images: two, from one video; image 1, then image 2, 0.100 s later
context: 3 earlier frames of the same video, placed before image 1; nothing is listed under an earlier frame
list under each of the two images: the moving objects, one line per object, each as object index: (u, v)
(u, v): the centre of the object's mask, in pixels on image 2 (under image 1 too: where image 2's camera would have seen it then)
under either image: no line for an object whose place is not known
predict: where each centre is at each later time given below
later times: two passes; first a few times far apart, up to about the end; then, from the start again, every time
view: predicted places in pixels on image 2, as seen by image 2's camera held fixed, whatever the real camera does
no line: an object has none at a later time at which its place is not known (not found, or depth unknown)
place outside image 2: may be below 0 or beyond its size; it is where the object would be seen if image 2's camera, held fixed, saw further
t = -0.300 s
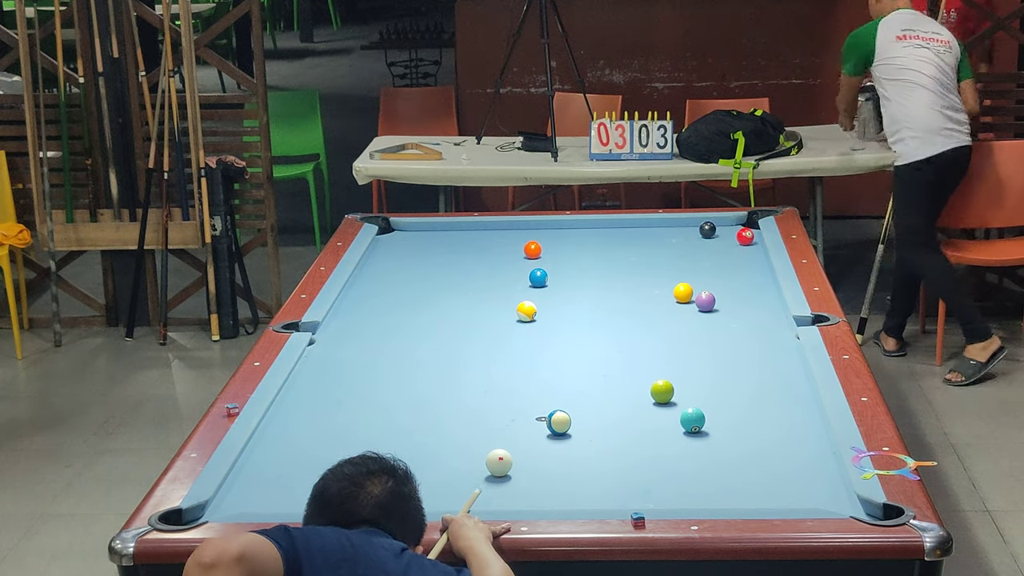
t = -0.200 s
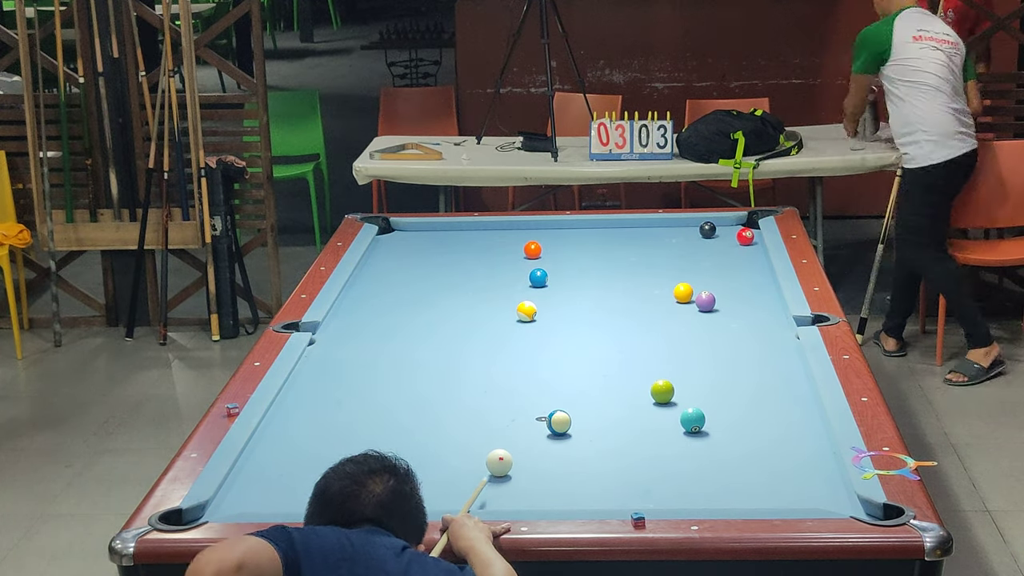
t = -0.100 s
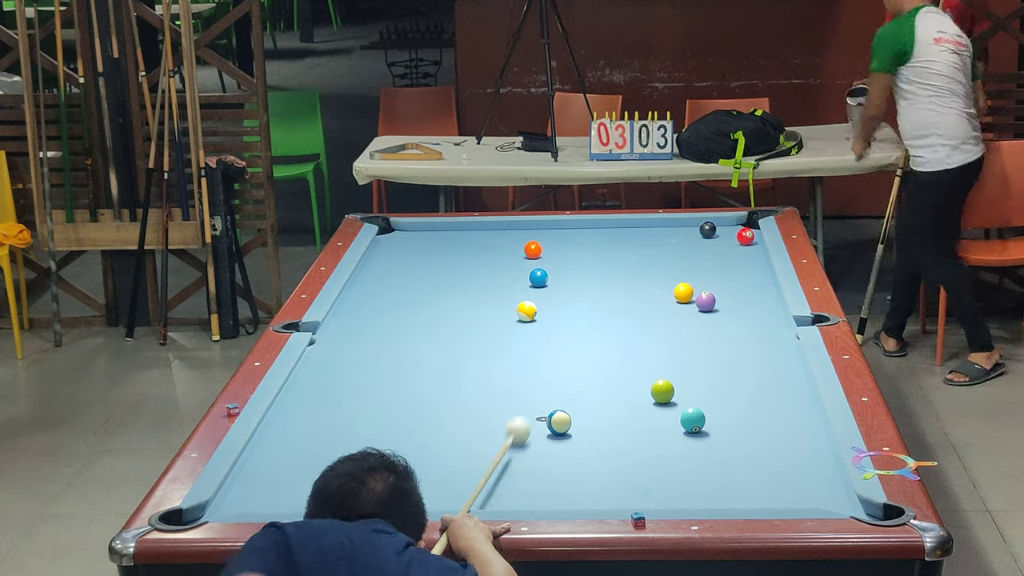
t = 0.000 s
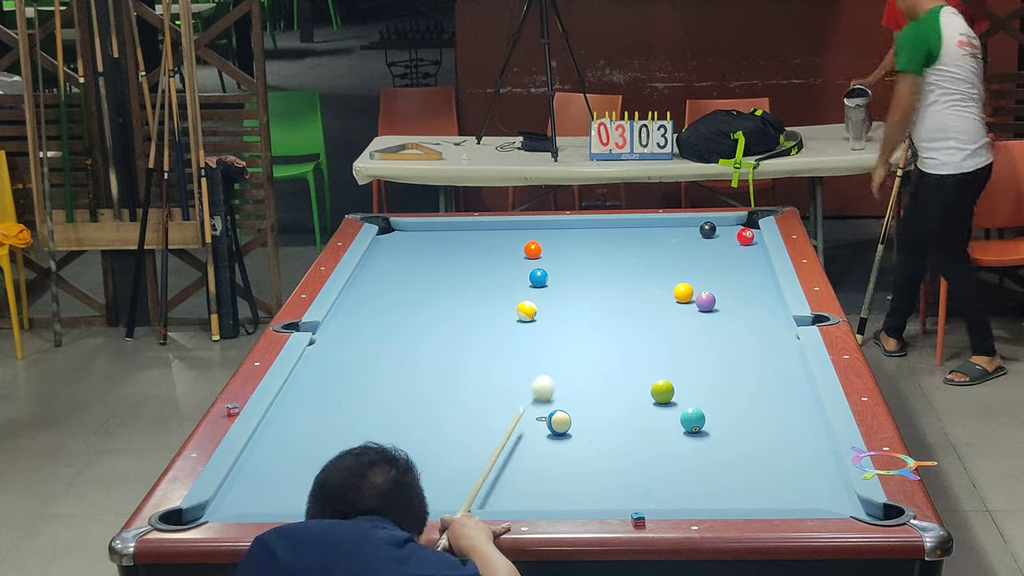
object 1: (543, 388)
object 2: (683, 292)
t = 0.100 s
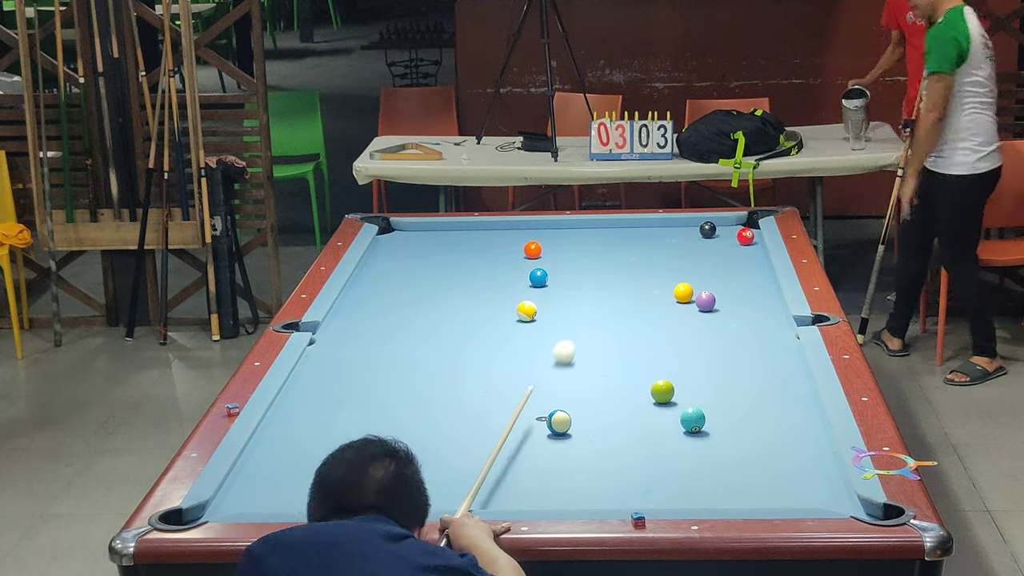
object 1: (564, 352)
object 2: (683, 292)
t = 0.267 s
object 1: (593, 302)
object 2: (683, 292)
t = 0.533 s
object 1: (631, 240)
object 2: (683, 292)
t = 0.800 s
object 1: (652, 244)
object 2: (683, 292)
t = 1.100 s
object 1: (671, 281)
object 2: (683, 292)
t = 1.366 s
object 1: (653, 296)
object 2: (679, 301)
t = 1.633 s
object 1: (631, 309)
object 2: (664, 307)
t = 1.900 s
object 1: (609, 323)
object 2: (650, 312)
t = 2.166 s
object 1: (587, 335)
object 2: (637, 316)
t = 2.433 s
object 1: (565, 348)
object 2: (626, 320)
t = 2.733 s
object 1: (541, 363)
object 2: (615, 324)
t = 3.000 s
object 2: (607, 327)
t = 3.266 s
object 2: (601, 329)
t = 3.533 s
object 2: (596, 331)
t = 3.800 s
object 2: (592, 333)
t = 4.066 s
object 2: (590, 333)
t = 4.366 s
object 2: (590, 333)
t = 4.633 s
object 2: (590, 334)
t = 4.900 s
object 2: (590, 333)
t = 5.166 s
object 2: (590, 333)
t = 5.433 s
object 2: (590, 333)
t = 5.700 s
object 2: (590, 334)
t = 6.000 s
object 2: (590, 334)
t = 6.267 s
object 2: (590, 334)
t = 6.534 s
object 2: (590, 334)
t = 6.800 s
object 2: (590, 334)
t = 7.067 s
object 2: (590, 334)
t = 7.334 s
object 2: (590, 334)
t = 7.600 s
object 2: (590, 334)
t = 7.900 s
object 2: (590, 334)
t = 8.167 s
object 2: (590, 334)
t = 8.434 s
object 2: (590, 333)
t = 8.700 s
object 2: (590, 334)
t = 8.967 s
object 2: (590, 334)
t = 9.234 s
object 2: (590, 334)
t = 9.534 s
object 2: (590, 334)
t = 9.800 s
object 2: (590, 334)
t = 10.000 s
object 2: (590, 334)
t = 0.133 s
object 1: (570, 341)
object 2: (683, 292)
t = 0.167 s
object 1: (576, 331)
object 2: (683, 292)
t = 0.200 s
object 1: (582, 321)
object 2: (683, 292)
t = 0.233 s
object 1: (588, 311)
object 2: (683, 292)
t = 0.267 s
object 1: (593, 302)
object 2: (683, 292)
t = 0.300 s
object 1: (599, 293)
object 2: (683, 292)
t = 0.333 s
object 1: (604, 285)
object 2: (683, 292)
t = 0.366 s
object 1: (609, 277)
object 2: (683, 292)
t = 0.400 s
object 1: (613, 269)
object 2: (683, 292)
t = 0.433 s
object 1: (618, 261)
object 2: (683, 292)
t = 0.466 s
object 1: (622, 254)
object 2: (683, 292)
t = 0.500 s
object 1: (627, 247)
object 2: (683, 292)
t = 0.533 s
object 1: (631, 240)
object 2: (683, 292)
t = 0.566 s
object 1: (635, 233)
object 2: (683, 292)
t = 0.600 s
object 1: (638, 227)
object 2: (683, 292)
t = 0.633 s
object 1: (642, 222)
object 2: (683, 292)
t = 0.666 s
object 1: (644, 226)
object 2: (683, 292)
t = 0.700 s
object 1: (646, 231)
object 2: (683, 292)
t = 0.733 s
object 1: (648, 235)
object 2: (683, 292)
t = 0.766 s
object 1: (650, 239)
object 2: (683, 292)
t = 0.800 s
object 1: (652, 244)
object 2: (683, 292)
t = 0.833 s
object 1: (654, 248)
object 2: (683, 292)
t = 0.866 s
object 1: (656, 252)
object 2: (683, 292)
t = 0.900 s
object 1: (658, 256)
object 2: (683, 292)
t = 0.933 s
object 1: (660, 260)
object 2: (683, 292)
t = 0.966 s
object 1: (663, 264)
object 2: (683, 292)
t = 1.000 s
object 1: (665, 268)
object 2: (683, 292)
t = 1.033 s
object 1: (667, 273)
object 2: (683, 292)
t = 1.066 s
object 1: (669, 277)
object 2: (683, 292)
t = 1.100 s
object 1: (671, 281)
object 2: (683, 292)
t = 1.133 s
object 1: (672, 284)
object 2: (683, 293)
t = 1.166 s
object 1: (671, 288)
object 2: (687, 295)
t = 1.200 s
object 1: (668, 289)
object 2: (689, 298)
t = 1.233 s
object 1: (665, 290)
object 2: (687, 298)
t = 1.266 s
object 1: (661, 292)
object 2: (685, 299)
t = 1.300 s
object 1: (659, 293)
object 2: (683, 300)
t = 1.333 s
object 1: (656, 295)
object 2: (681, 300)
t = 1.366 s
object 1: (653, 296)
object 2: (679, 301)
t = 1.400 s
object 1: (650, 298)
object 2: (677, 302)
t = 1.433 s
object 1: (648, 300)
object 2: (675, 303)
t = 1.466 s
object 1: (645, 301)
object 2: (673, 303)
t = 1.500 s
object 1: (642, 303)
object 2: (671, 304)
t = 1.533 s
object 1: (639, 305)
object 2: (669, 305)
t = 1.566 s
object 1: (637, 306)
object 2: (668, 305)
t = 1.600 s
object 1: (634, 308)
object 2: (666, 306)
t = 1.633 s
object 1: (631, 309)
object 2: (664, 307)
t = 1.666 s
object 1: (629, 311)
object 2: (662, 307)
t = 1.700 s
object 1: (626, 313)
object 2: (660, 308)
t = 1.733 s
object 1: (623, 314)
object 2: (659, 308)
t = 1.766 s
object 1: (620, 316)
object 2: (657, 309)
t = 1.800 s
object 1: (617, 317)
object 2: (655, 310)
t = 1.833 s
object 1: (614, 319)
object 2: (653, 310)
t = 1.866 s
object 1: (612, 321)
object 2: (652, 311)
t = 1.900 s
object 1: (609, 323)
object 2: (650, 312)
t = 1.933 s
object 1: (606, 324)
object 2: (648, 312)
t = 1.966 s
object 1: (604, 325)
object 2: (647, 313)
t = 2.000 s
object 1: (601, 327)
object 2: (645, 313)
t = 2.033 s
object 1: (599, 328)
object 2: (644, 314)
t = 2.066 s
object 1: (596, 330)
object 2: (642, 314)
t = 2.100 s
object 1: (593, 332)
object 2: (641, 315)
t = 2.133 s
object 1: (590, 333)
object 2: (639, 315)
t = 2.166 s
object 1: (587, 335)
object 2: (637, 316)
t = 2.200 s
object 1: (585, 337)
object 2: (636, 317)
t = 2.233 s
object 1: (582, 338)
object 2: (635, 317)
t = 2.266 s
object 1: (579, 340)
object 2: (633, 317)
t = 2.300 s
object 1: (576, 342)
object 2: (632, 318)
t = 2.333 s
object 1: (574, 343)
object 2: (630, 319)
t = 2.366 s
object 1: (571, 345)
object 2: (629, 319)
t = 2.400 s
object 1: (568, 347)
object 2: (627, 320)
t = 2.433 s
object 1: (565, 348)
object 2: (626, 320)
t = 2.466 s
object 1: (563, 350)
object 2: (625, 321)
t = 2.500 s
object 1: (560, 352)
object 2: (624, 321)
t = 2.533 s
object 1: (557, 353)
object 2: (622, 322)
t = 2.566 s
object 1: (555, 355)
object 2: (621, 322)
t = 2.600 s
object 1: (552, 357)
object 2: (620, 323)
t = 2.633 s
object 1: (549, 358)
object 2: (619, 323)
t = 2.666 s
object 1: (547, 360)
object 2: (618, 324)
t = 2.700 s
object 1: (544, 361)
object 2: (616, 324)
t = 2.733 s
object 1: (541, 363)
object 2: (615, 324)
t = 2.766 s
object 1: (539, 365)
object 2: (614, 325)
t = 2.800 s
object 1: (536, 366)
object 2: (613, 325)
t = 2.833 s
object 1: (534, 368)
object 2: (612, 325)
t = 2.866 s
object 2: (611, 326)
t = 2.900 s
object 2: (610, 326)
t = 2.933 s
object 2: (609, 327)
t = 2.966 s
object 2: (608, 327)
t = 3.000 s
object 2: (607, 327)
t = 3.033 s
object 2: (606, 327)
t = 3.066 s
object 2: (605, 328)
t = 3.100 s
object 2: (605, 328)
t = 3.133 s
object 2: (604, 328)
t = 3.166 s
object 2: (603, 329)
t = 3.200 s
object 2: (602, 329)
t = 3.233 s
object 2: (601, 329)
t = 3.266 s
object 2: (601, 329)
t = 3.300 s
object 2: (600, 330)
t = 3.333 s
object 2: (599, 330)
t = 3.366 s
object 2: (598, 330)
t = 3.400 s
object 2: (598, 330)
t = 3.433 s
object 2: (597, 331)
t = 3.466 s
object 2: (597, 331)
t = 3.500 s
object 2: (596, 331)
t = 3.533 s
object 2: (596, 331)
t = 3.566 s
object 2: (595, 331)
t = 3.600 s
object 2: (595, 332)
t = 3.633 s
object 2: (594, 332)
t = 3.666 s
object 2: (594, 332)
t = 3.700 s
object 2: (593, 332)
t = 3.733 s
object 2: (593, 332)
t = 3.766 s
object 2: (593, 332)
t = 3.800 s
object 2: (592, 333)
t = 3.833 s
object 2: (592, 333)
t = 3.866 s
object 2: (592, 333)
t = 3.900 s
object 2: (591, 333)
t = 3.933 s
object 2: (591, 333)
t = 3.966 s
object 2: (591, 333)
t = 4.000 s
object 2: (591, 333)
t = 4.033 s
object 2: (591, 333)
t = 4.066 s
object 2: (590, 333)
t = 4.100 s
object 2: (590, 333)
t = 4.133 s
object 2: (590, 334)
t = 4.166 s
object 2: (590, 333)
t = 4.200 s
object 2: (590, 334)
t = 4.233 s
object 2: (590, 333)
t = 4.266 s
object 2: (590, 334)
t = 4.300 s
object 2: (590, 334)
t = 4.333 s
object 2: (590, 334)
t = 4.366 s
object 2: (590, 333)
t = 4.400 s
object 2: (590, 334)
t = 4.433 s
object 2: (590, 334)
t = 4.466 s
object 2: (590, 334)
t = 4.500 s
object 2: (590, 333)
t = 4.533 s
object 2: (590, 334)
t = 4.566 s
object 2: (590, 334)
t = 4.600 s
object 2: (590, 333)
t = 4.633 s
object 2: (590, 334)
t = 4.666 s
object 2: (590, 334)
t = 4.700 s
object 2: (590, 333)
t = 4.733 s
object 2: (590, 333)
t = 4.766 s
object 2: (590, 333)
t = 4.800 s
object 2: (590, 334)
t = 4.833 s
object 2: (590, 333)
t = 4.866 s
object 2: (590, 333)
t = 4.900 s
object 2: (590, 333)
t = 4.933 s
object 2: (590, 334)
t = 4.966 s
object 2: (590, 333)
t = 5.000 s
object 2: (590, 333)
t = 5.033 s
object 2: (590, 334)
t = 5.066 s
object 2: (590, 333)
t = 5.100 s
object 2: (590, 333)
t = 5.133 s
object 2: (590, 333)
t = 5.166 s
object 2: (590, 333)
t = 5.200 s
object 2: (590, 333)
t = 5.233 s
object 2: (590, 333)
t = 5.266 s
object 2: (590, 333)
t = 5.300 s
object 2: (590, 333)
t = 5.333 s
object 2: (590, 333)
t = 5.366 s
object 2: (590, 333)
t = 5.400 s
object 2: (590, 333)
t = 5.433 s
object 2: (590, 333)
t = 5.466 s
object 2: (590, 333)
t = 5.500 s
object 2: (590, 333)
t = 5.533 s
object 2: (590, 333)
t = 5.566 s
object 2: (590, 333)
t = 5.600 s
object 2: (590, 333)
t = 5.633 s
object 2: (590, 333)
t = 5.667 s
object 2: (590, 334)
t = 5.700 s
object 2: (590, 334)
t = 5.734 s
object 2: (590, 334)
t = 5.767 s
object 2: (590, 334)
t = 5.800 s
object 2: (590, 334)
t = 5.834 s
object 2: (590, 334)
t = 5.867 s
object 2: (590, 334)
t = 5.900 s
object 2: (590, 334)
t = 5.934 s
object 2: (590, 334)
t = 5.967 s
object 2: (590, 334)
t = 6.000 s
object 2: (590, 334)
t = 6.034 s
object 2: (590, 334)
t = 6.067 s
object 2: (590, 334)
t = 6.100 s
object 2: (590, 334)
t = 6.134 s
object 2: (590, 334)
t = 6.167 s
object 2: (590, 334)
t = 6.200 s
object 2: (590, 334)
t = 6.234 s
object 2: (590, 334)
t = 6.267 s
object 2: (590, 334)
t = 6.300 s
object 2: (590, 334)
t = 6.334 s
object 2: (590, 334)
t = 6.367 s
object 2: (590, 334)
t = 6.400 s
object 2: (590, 334)
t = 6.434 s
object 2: (590, 334)
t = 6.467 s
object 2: (590, 334)
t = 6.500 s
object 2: (590, 334)
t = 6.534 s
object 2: (590, 334)
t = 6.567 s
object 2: (590, 334)
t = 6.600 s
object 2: (590, 334)
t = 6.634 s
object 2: (590, 334)
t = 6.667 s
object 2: (590, 334)
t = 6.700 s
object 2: (590, 334)
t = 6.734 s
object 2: (590, 334)
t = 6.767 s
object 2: (590, 334)
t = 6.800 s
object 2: (590, 334)
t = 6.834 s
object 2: (590, 334)
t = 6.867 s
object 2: (590, 334)
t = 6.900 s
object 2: (590, 334)
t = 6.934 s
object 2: (590, 334)
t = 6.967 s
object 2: (590, 334)
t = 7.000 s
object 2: (590, 334)
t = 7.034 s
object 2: (590, 334)
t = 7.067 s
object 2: (590, 334)
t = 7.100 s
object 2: (590, 334)
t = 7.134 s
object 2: (590, 334)
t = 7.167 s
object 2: (590, 333)
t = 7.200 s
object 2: (590, 334)
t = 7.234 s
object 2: (590, 333)
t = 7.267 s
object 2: (590, 334)
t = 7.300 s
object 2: (590, 334)
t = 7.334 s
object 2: (590, 334)
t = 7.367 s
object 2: (590, 333)
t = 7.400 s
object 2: (590, 334)
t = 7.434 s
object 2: (590, 334)
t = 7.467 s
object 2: (590, 334)
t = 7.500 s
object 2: (590, 334)
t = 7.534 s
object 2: (590, 334)
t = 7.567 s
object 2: (590, 334)
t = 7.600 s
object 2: (590, 334)
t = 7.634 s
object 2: (590, 334)
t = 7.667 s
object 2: (590, 334)
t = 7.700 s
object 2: (590, 334)
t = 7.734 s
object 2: (590, 334)
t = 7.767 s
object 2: (590, 334)
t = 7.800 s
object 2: (590, 333)
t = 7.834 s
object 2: (590, 333)
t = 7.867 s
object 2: (590, 334)
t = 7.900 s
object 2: (590, 334)
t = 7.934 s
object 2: (590, 334)
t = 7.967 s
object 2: (590, 333)
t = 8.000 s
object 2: (590, 334)
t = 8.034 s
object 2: (590, 334)
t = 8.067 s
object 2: (590, 334)
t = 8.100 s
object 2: (590, 333)
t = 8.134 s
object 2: (590, 333)
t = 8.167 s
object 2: (590, 334)
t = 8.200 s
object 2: (590, 334)
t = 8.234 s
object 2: (590, 334)
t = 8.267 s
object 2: (590, 334)
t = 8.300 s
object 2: (590, 333)
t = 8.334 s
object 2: (590, 334)
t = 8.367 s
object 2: (590, 334)
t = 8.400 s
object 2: (590, 334)
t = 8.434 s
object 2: (590, 333)
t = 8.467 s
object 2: (590, 334)
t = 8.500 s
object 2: (590, 334)
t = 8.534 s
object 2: (590, 334)
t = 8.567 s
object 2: (590, 334)
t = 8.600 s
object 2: (590, 334)
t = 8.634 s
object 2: (590, 333)
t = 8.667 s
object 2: (590, 334)
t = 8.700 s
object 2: (590, 334)
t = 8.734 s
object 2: (590, 334)
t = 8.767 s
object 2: (590, 334)
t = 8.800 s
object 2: (590, 334)
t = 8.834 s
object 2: (590, 334)
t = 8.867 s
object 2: (590, 334)
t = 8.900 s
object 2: (590, 334)
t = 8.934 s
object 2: (590, 334)
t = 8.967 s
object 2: (590, 334)
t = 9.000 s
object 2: (590, 334)
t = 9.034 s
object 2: (590, 334)
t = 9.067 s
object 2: (590, 334)
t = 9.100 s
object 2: (590, 334)
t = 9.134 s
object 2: (590, 334)
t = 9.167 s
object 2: (590, 334)
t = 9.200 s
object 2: (590, 334)
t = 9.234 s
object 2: (590, 334)
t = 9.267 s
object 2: (590, 334)
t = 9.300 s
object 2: (590, 334)
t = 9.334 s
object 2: (590, 334)
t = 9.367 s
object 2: (590, 334)
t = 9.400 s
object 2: (590, 334)
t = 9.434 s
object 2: (590, 334)
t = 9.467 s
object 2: (590, 334)
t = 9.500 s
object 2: (590, 334)
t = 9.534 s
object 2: (590, 334)
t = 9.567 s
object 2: (590, 334)
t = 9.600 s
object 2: (590, 334)
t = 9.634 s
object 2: (590, 334)
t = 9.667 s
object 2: (590, 334)
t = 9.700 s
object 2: (590, 334)
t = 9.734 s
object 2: (590, 334)
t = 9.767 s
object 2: (590, 334)
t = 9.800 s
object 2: (590, 334)
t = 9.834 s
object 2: (590, 334)
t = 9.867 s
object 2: (590, 334)
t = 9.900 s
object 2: (590, 334)
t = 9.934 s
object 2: (590, 334)
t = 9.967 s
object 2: (590, 334)
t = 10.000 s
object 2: (590, 334)
